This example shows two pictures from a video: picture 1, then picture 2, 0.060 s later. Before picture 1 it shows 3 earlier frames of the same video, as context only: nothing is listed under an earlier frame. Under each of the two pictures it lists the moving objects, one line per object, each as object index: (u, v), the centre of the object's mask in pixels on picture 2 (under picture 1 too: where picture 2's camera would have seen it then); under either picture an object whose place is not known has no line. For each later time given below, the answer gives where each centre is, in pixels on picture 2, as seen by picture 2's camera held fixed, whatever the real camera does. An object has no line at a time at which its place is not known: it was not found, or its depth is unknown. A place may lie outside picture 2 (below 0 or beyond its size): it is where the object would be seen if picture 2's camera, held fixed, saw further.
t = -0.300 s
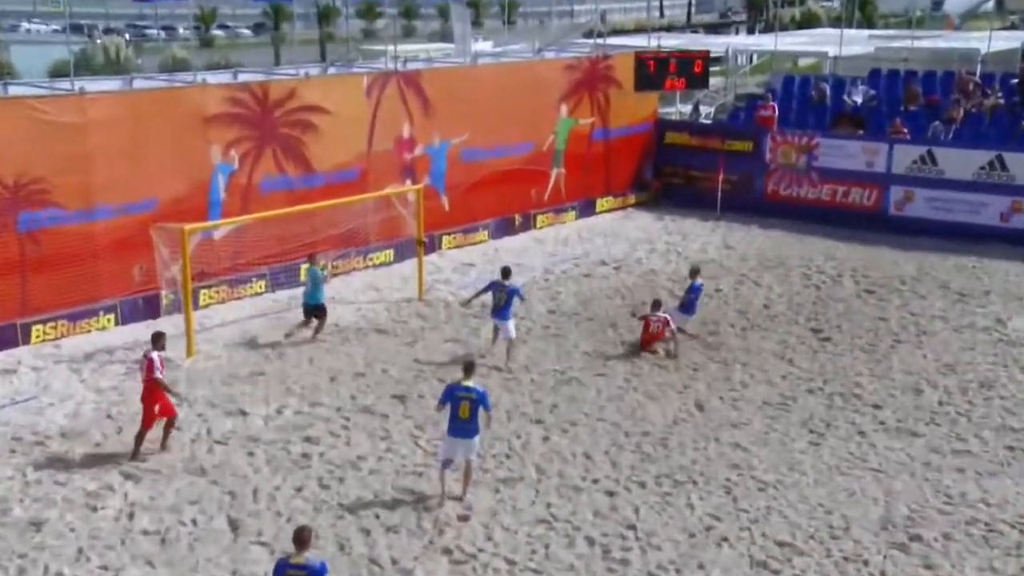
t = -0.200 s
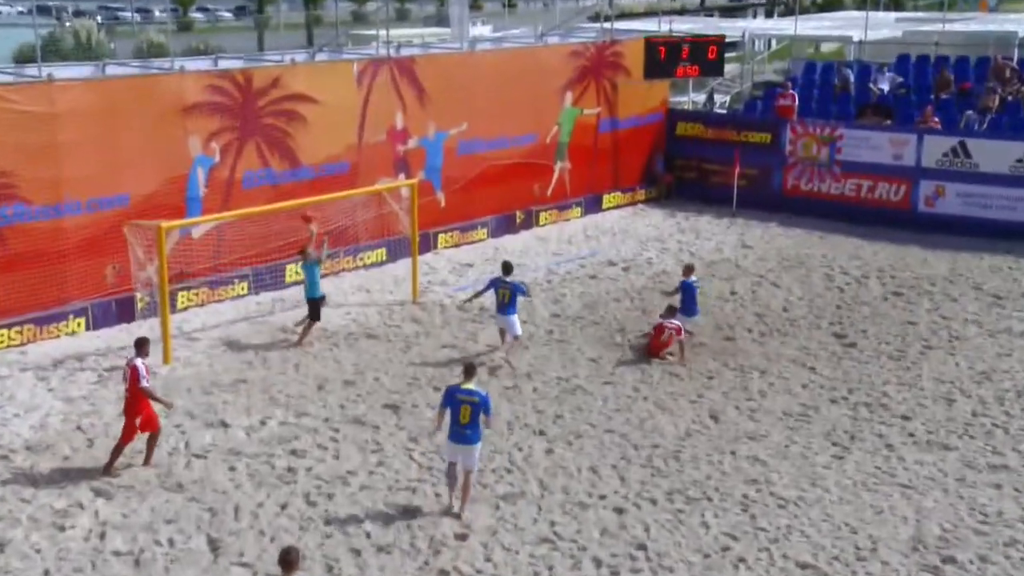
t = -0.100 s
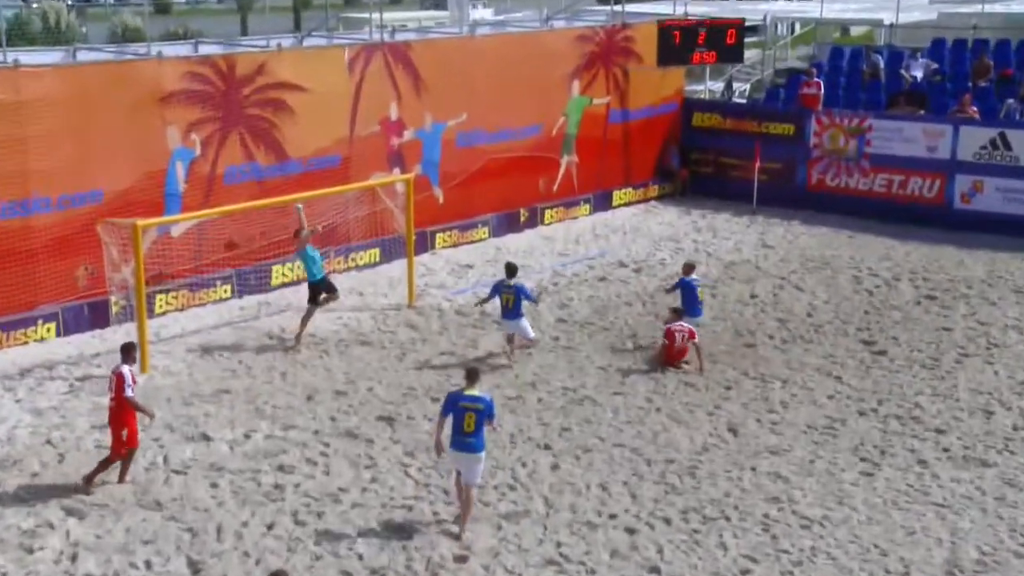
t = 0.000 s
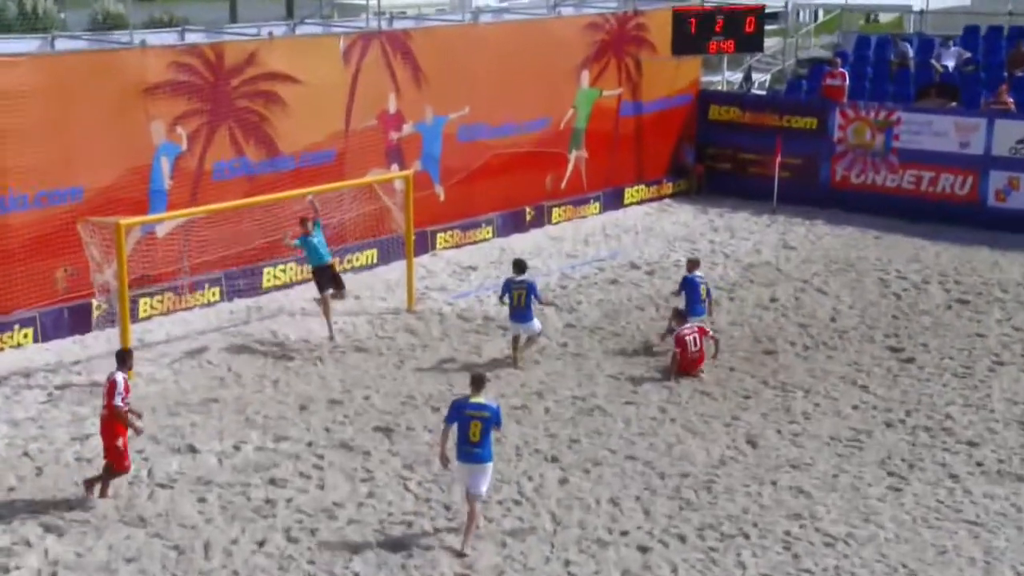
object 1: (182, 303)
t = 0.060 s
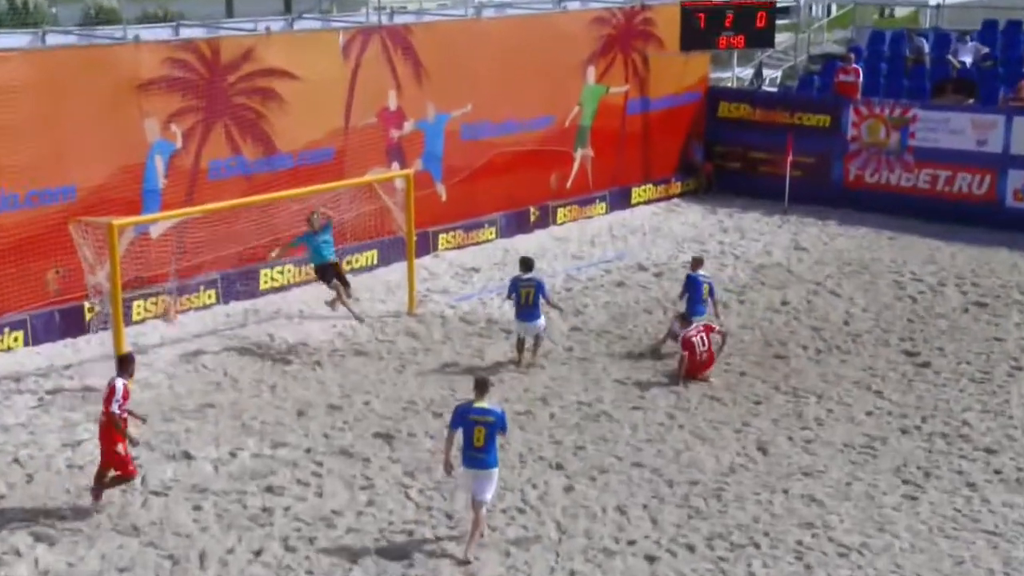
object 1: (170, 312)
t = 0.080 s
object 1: (163, 324)
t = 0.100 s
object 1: (161, 332)
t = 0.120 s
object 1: (158, 340)
